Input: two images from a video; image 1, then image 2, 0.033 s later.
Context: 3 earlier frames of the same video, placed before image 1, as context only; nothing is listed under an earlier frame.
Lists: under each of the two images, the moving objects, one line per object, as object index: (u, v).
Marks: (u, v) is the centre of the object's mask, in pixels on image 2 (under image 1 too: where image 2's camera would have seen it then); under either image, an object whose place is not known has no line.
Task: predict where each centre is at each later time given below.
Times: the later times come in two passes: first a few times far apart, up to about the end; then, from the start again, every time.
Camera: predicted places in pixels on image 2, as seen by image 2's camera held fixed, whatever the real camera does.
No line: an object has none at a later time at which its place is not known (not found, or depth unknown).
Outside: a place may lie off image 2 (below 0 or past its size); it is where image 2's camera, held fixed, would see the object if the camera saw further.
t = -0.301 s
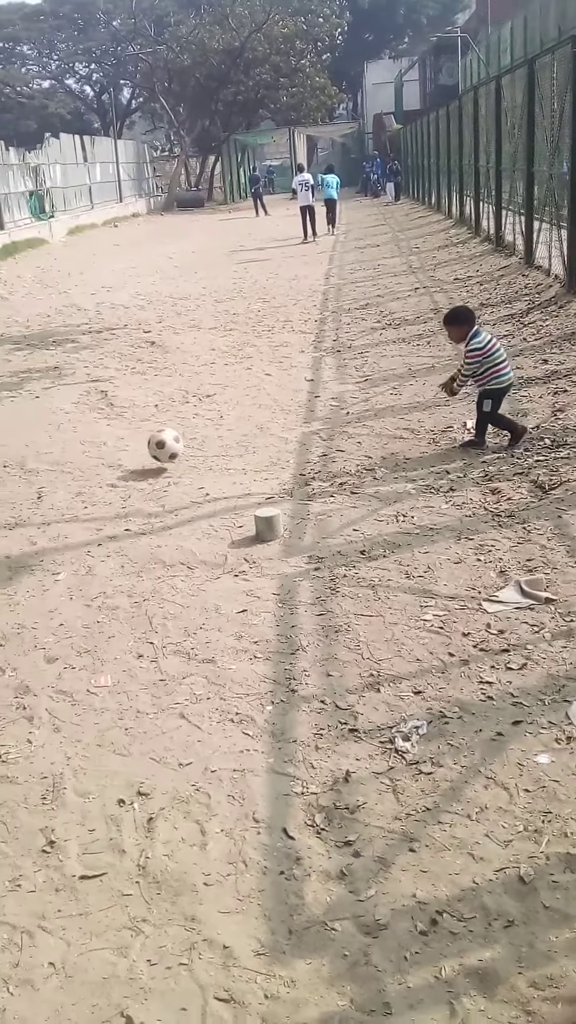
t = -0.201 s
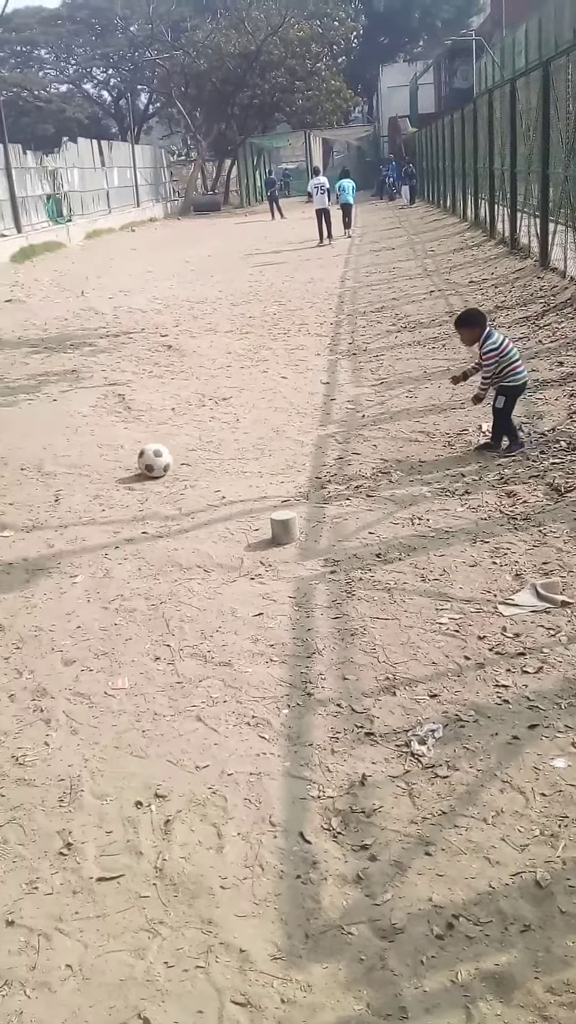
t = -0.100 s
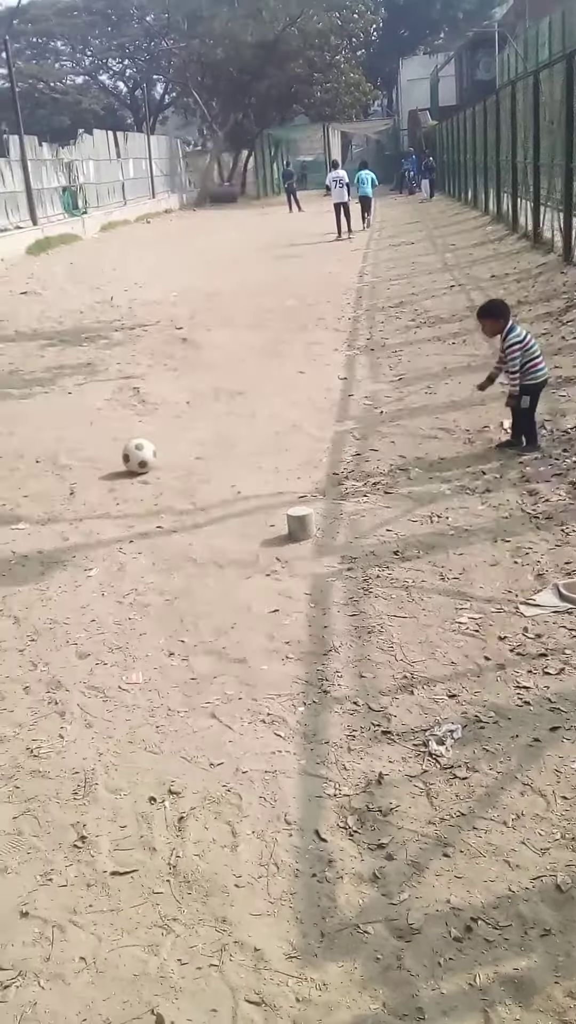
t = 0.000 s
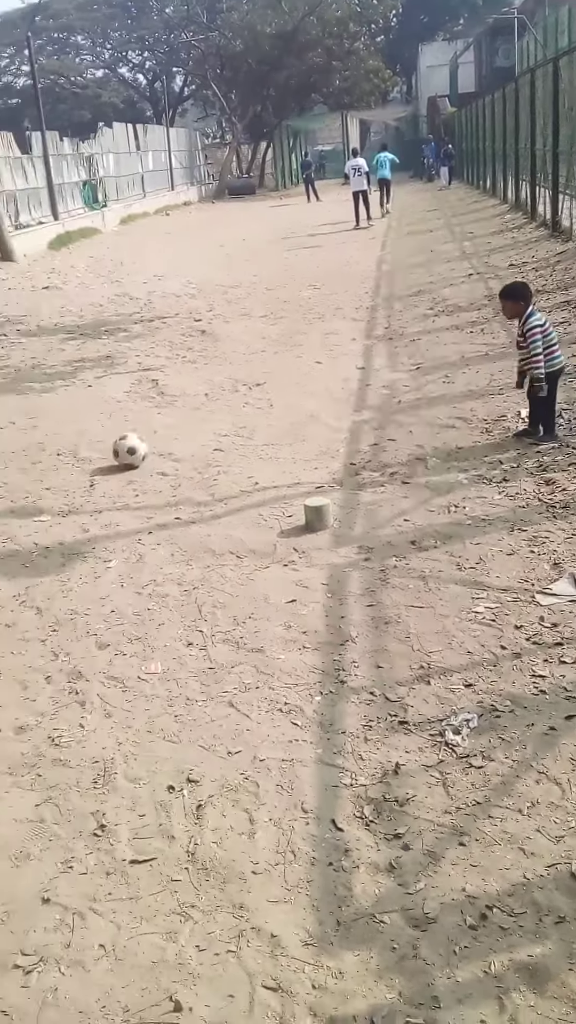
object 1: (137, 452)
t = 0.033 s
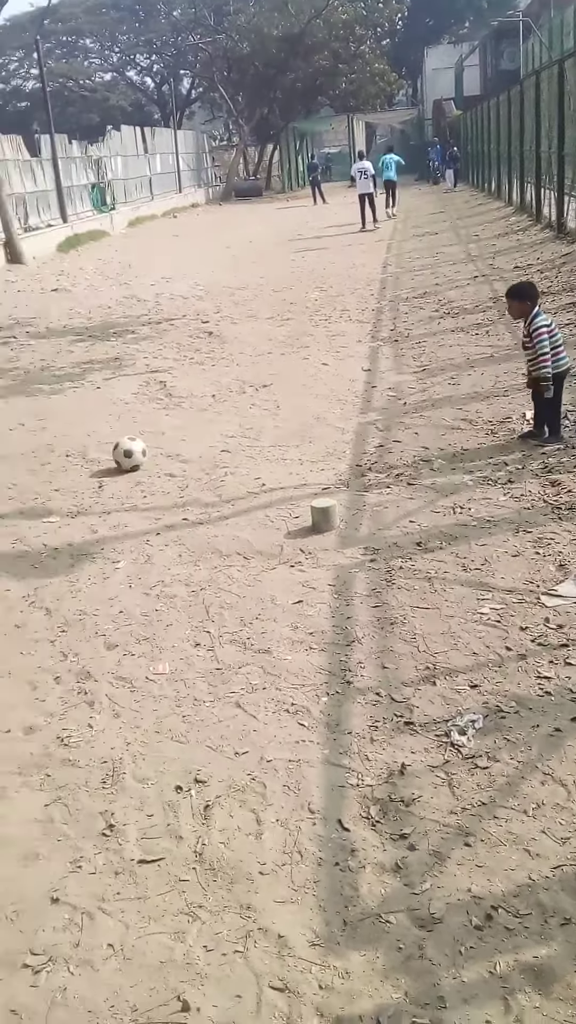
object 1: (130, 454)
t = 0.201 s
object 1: (84, 459)
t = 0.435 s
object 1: (23, 464)
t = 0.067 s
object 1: (121, 454)
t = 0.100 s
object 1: (112, 454)
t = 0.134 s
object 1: (103, 456)
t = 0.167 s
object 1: (93, 457)
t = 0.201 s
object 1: (84, 459)
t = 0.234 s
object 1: (75, 461)
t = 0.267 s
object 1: (66, 460)
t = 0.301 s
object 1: (57, 459)
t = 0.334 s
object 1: (48, 460)
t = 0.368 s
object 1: (39, 462)
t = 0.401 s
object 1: (30, 462)
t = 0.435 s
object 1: (23, 464)
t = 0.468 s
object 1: (19, 465)
